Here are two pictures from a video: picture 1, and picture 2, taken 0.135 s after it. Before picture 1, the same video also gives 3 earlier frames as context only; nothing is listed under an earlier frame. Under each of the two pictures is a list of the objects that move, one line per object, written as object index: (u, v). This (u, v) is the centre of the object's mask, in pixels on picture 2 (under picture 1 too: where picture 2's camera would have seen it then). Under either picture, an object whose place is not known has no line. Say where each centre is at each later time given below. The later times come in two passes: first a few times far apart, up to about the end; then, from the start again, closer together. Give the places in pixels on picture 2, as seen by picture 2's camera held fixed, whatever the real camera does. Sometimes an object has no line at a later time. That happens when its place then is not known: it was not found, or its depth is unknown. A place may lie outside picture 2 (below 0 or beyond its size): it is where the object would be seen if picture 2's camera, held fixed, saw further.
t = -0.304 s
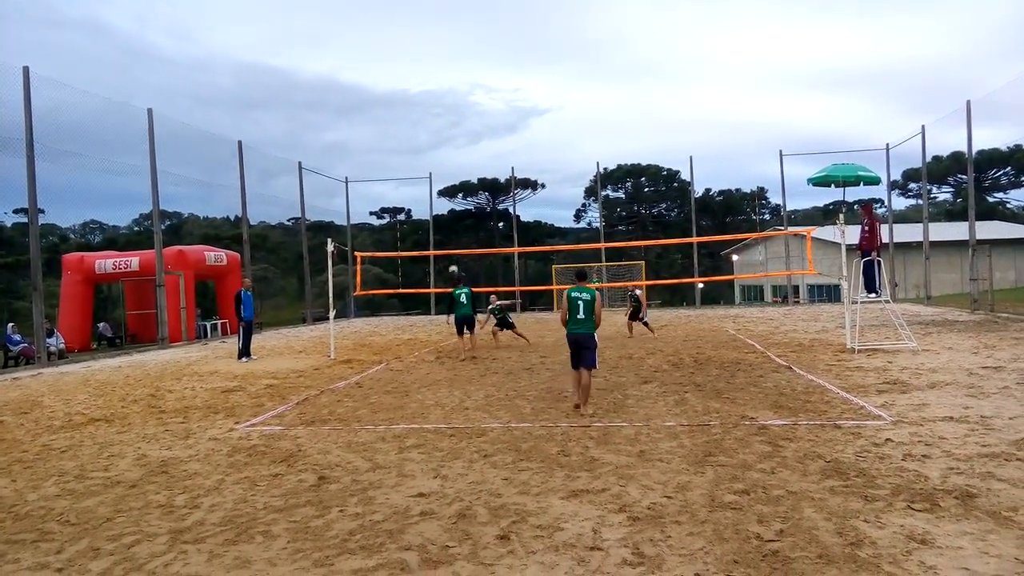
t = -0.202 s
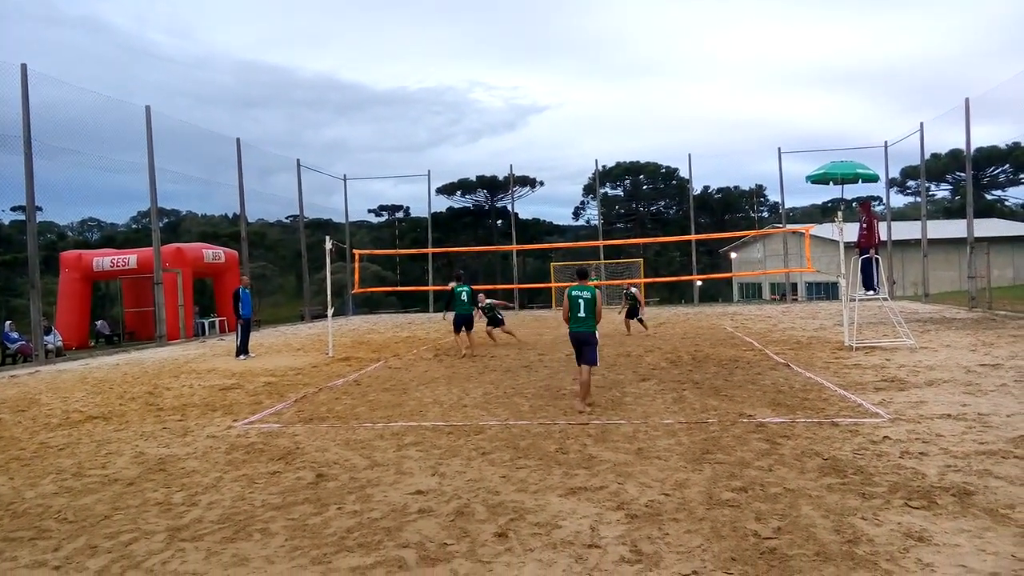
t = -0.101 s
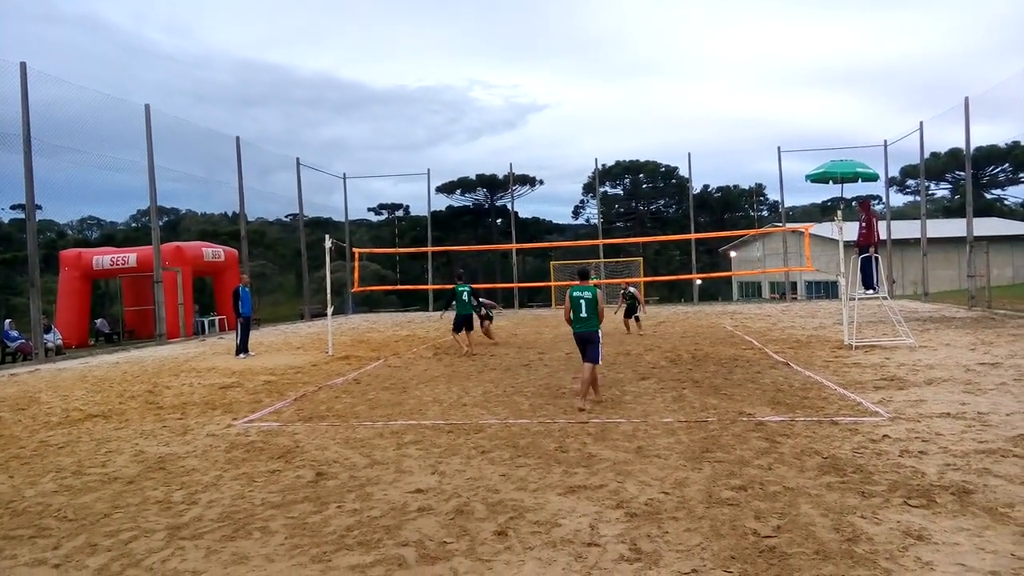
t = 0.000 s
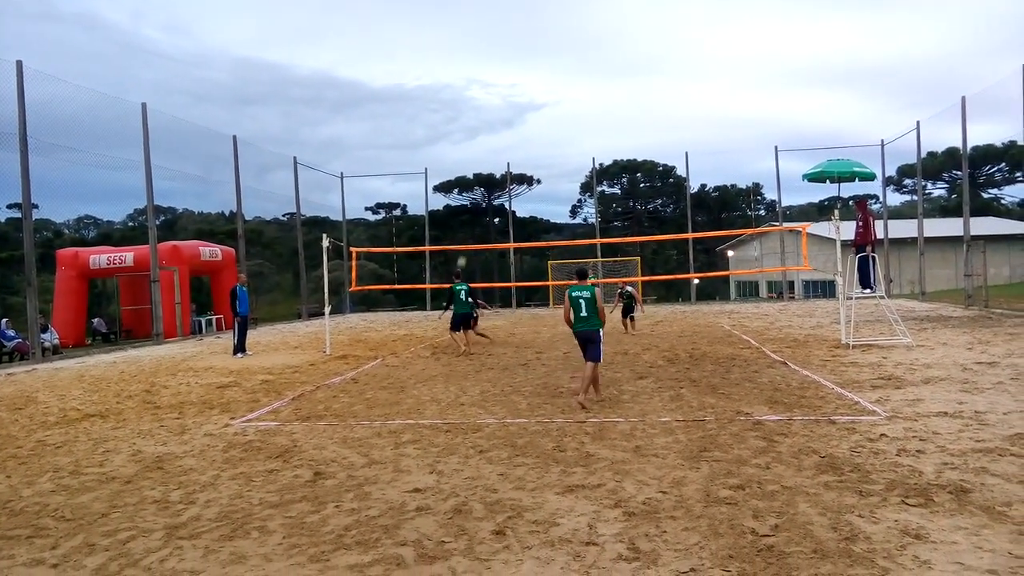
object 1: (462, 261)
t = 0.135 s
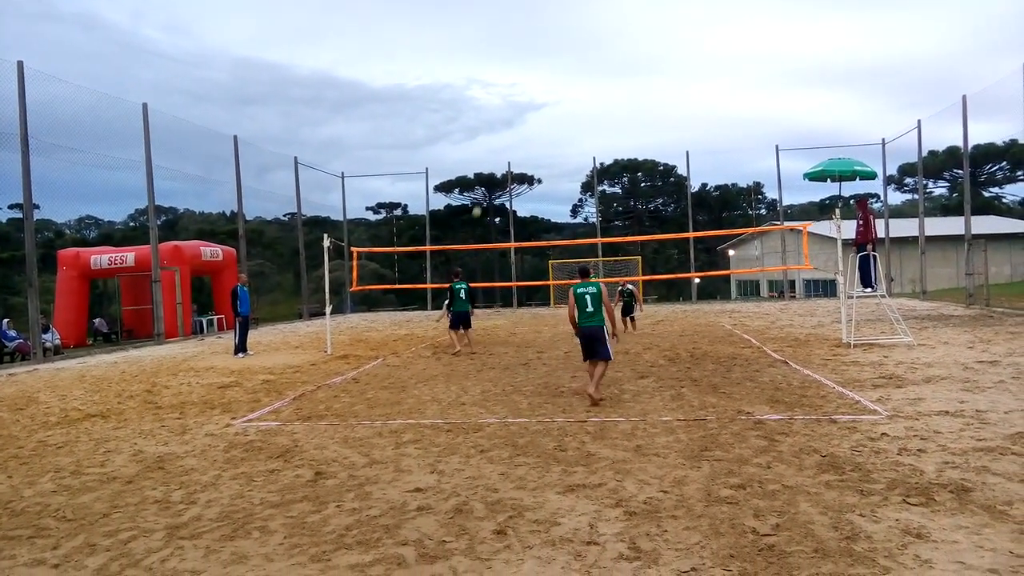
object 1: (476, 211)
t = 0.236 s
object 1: (487, 179)
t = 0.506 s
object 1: (519, 114)
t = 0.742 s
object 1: (547, 82)
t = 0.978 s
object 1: (574, 73)
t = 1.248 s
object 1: (604, 90)
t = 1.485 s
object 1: (632, 129)
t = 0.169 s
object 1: (479, 201)
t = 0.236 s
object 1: (487, 179)
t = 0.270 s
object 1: (491, 170)
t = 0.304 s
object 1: (495, 161)
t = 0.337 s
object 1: (499, 151)
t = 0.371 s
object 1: (503, 143)
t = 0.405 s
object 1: (507, 135)
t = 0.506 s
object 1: (519, 114)
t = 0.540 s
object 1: (523, 108)
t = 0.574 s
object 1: (527, 103)
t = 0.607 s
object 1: (531, 98)
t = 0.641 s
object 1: (535, 93)
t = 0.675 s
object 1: (539, 89)
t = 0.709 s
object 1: (543, 85)
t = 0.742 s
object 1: (547, 82)
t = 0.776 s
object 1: (551, 79)
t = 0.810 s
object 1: (555, 77)
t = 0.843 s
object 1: (559, 75)
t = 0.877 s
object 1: (563, 74)
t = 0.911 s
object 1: (567, 73)
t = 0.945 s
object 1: (571, 73)
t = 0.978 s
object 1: (574, 73)
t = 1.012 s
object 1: (578, 73)
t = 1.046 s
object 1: (582, 74)
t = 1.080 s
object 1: (586, 75)
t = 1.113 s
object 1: (589, 77)
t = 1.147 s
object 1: (593, 80)
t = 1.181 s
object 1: (597, 82)
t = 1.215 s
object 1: (600, 86)
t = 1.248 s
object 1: (604, 90)
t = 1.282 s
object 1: (608, 94)
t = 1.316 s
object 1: (611, 99)
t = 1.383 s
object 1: (619, 110)
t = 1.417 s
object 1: (624, 116)
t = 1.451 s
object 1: (628, 123)
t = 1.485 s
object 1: (632, 129)
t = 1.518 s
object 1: (636, 137)
